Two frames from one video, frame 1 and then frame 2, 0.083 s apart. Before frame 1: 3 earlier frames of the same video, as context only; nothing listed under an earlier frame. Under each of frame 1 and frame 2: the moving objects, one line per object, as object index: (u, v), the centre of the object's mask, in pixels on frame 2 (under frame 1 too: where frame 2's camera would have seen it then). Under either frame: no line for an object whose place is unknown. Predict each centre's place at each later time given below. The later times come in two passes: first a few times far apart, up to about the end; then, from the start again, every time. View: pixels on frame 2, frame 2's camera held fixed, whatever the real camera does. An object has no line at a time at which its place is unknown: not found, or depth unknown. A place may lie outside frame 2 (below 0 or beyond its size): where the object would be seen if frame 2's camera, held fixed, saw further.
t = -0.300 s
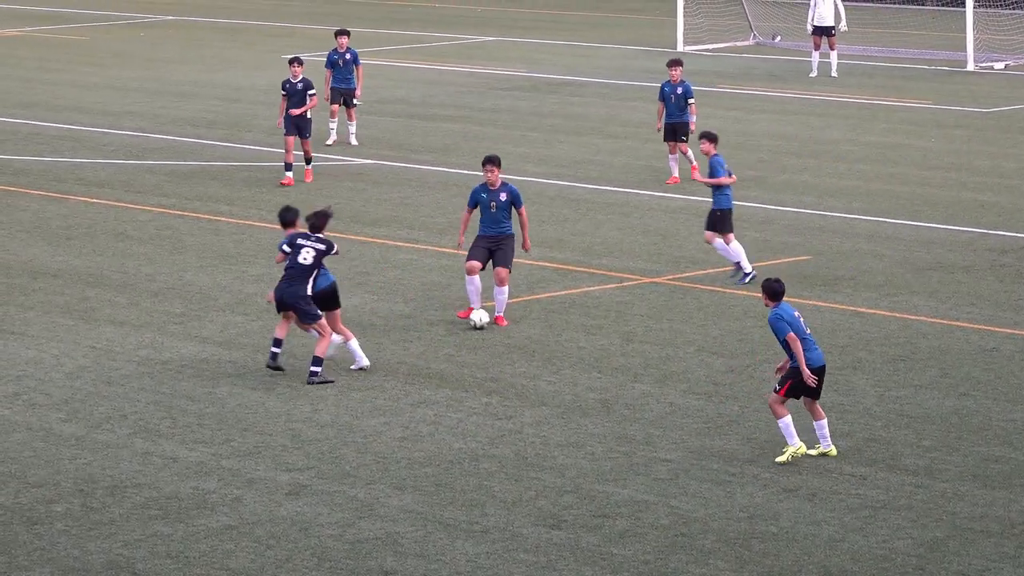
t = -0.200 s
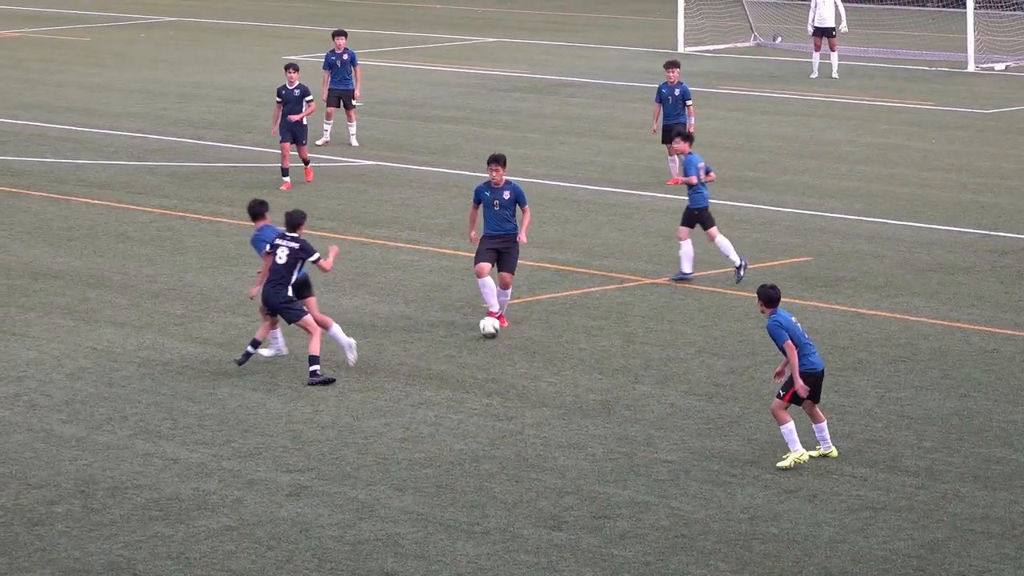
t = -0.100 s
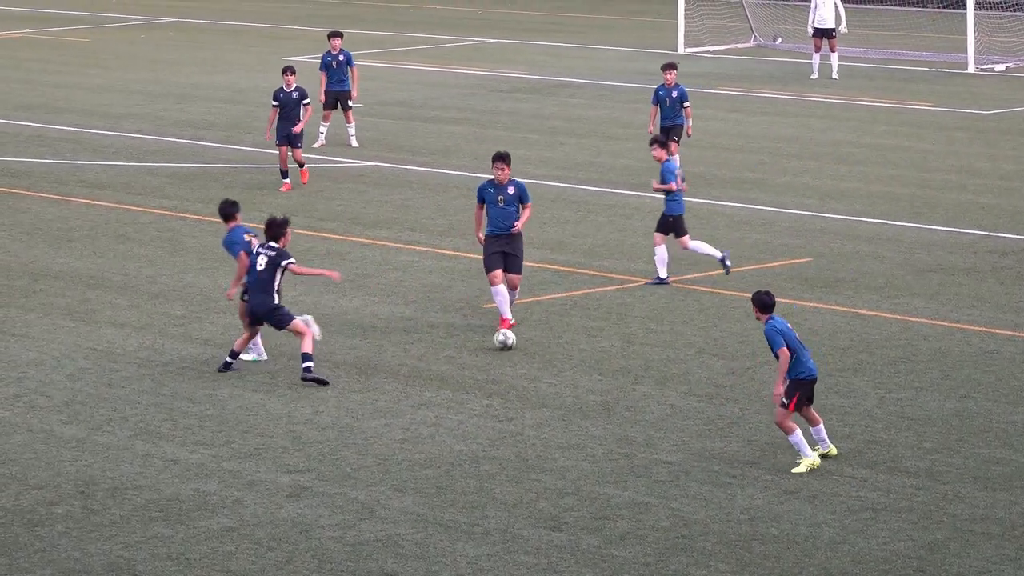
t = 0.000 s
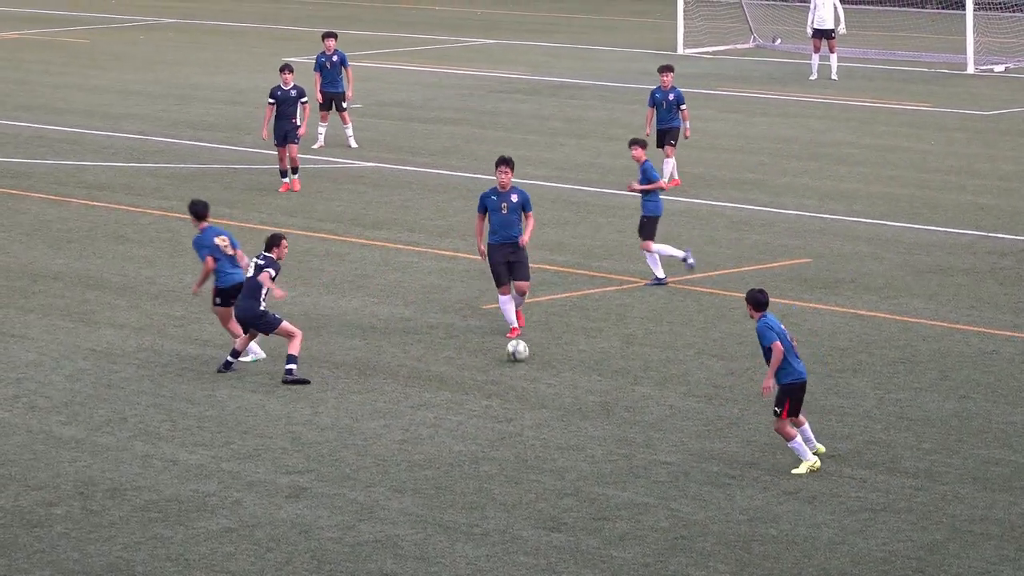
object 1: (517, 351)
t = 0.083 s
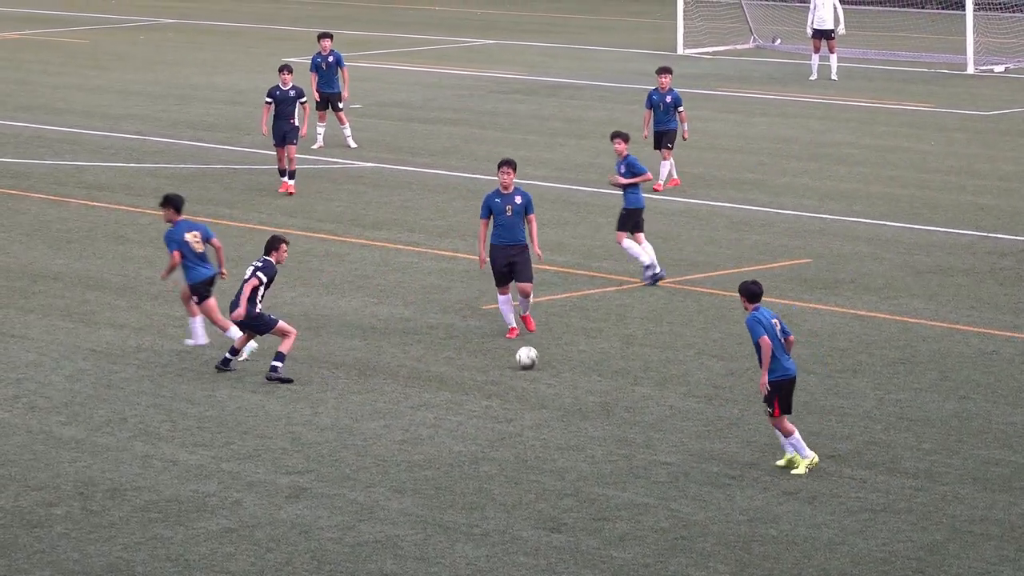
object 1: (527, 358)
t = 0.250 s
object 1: (545, 371)
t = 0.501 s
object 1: (569, 393)
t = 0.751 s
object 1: (591, 410)
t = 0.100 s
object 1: (529, 359)
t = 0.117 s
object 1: (531, 361)
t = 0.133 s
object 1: (533, 363)
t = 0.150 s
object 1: (535, 365)
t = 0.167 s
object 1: (537, 366)
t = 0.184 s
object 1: (539, 366)
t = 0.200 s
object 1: (540, 367)
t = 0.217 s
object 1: (542, 368)
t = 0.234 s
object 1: (544, 370)
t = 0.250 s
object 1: (545, 371)
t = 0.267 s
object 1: (547, 373)
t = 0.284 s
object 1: (549, 375)
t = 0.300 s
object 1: (551, 377)
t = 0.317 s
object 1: (552, 379)
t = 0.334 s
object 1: (554, 379)
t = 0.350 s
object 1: (555, 380)
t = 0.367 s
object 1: (557, 380)
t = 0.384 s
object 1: (558, 381)
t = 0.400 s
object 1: (560, 382)
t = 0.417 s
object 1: (562, 383)
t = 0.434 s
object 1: (563, 385)
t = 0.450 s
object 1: (565, 387)
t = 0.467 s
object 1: (567, 390)
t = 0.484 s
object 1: (568, 392)
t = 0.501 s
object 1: (569, 393)
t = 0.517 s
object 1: (571, 394)
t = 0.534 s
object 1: (572, 393)
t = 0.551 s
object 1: (574, 395)
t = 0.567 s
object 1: (575, 395)
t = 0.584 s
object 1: (577, 396)
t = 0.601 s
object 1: (578, 397)
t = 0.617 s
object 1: (580, 399)
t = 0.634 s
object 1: (581, 402)
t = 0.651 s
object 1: (583, 404)
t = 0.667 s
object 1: (584, 407)
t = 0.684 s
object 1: (585, 408)
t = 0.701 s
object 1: (587, 408)
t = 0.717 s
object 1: (588, 409)
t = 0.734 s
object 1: (590, 409)
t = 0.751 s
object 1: (591, 410)
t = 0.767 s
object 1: (593, 410)
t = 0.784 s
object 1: (594, 413)
